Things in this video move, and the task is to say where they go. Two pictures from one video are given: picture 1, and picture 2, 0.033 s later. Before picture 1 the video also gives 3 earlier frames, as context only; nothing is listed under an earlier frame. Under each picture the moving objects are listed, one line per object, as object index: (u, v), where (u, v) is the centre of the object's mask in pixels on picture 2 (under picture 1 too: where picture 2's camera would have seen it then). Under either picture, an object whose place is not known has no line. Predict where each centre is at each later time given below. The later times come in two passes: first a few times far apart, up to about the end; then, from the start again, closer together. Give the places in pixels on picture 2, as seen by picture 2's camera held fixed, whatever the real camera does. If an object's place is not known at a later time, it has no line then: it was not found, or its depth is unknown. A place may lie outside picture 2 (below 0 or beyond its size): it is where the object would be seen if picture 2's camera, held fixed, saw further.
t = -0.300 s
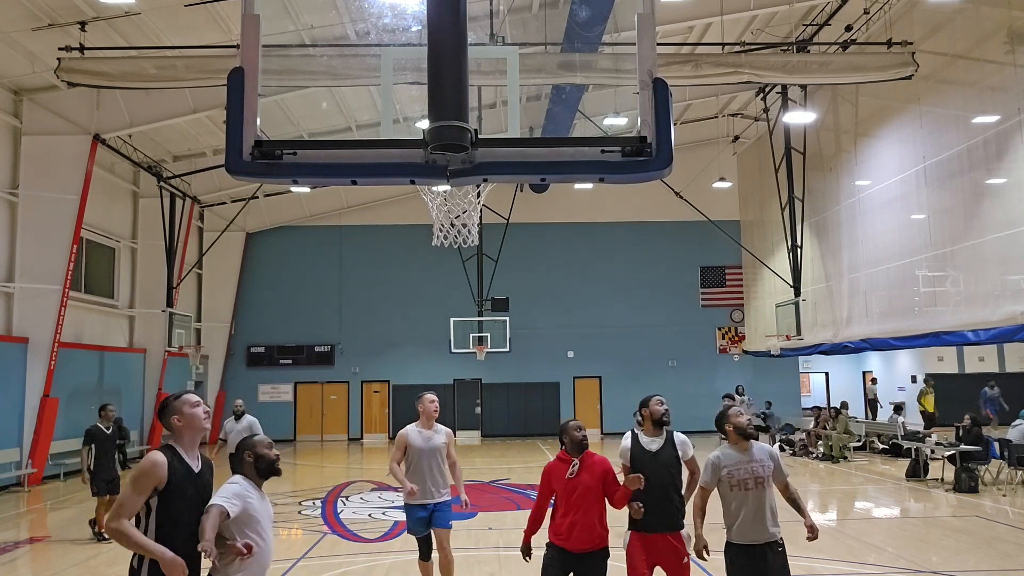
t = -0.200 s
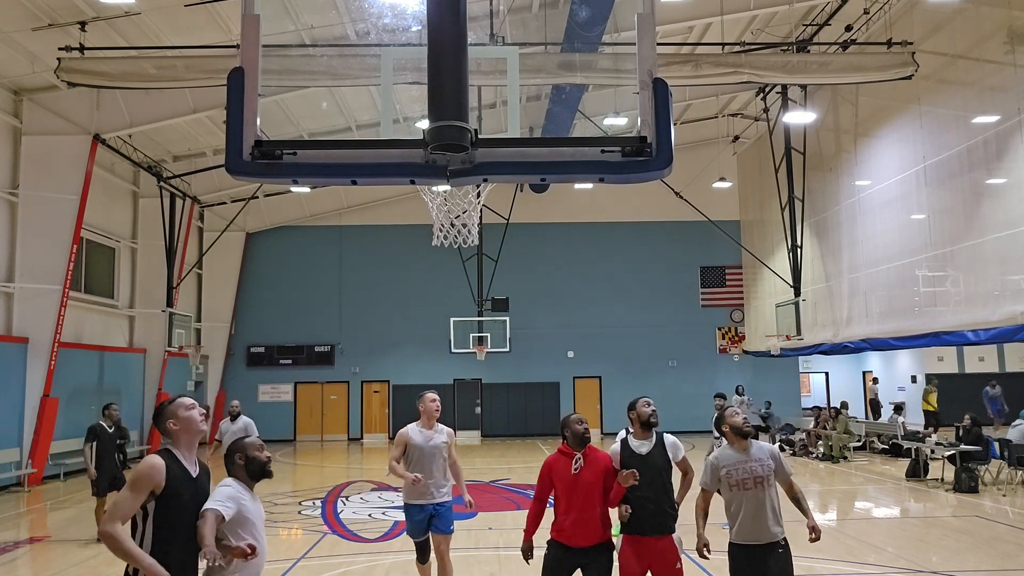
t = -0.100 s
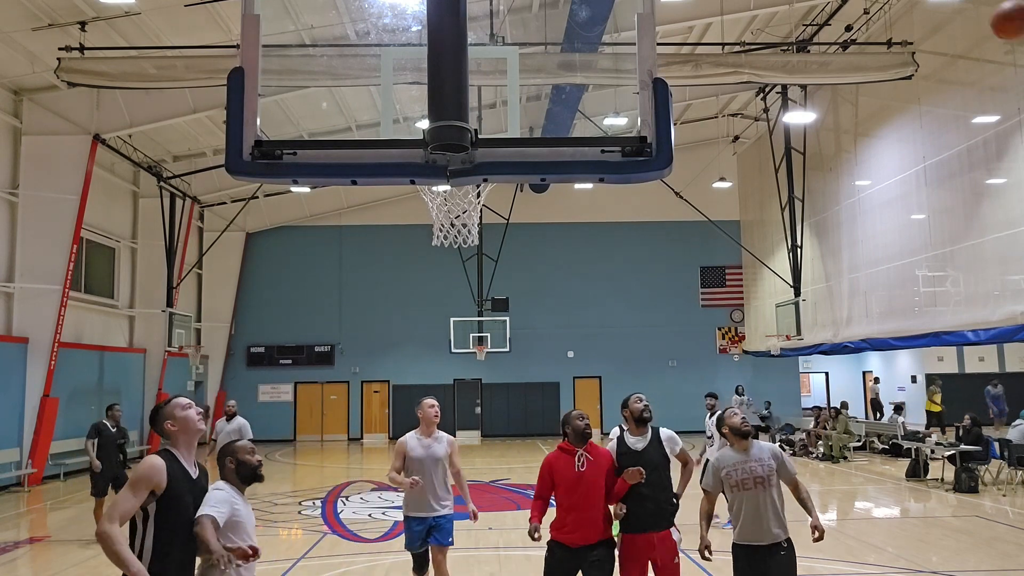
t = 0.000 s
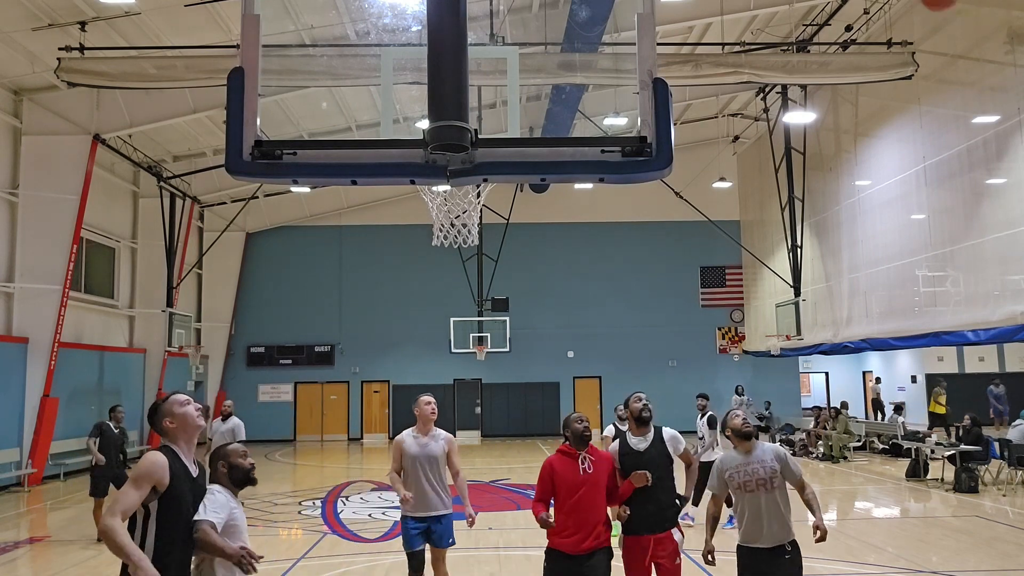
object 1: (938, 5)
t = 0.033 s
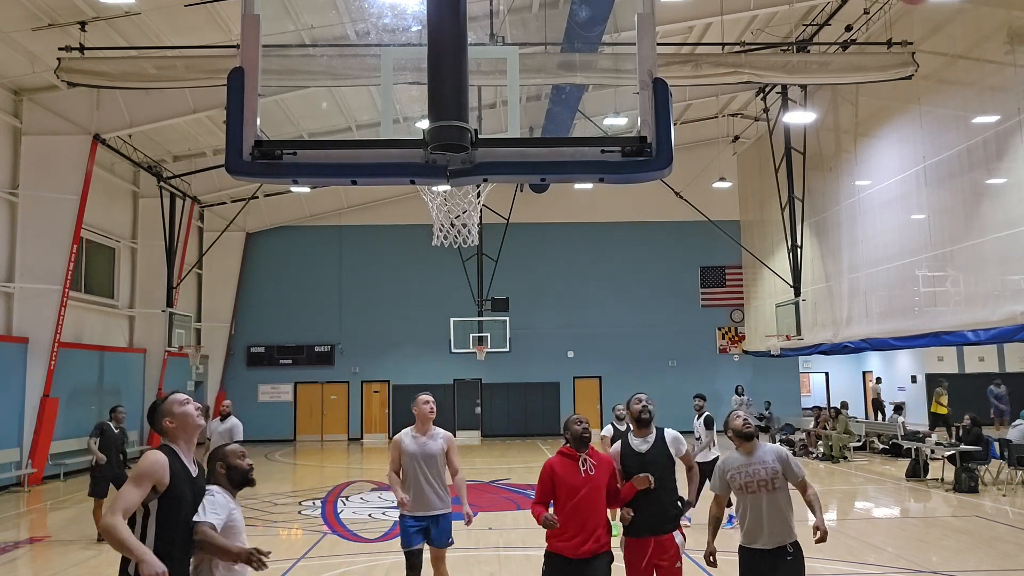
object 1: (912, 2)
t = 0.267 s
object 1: (735, 3)
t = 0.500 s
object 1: (534, 84)
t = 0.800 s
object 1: (497, 215)
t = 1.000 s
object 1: (549, 287)
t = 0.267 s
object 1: (735, 3)
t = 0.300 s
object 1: (708, 6)
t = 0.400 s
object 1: (619, 28)
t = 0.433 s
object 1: (592, 42)
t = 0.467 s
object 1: (562, 62)
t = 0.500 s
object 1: (534, 84)
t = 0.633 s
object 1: (443, 197)
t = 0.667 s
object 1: (459, 208)
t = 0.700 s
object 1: (468, 220)
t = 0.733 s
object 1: (479, 213)
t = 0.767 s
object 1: (489, 211)
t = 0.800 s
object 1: (497, 215)
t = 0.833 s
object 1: (506, 222)
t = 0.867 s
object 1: (515, 230)
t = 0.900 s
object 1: (523, 241)
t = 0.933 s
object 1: (531, 254)
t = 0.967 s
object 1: (540, 270)
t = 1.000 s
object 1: (549, 287)
